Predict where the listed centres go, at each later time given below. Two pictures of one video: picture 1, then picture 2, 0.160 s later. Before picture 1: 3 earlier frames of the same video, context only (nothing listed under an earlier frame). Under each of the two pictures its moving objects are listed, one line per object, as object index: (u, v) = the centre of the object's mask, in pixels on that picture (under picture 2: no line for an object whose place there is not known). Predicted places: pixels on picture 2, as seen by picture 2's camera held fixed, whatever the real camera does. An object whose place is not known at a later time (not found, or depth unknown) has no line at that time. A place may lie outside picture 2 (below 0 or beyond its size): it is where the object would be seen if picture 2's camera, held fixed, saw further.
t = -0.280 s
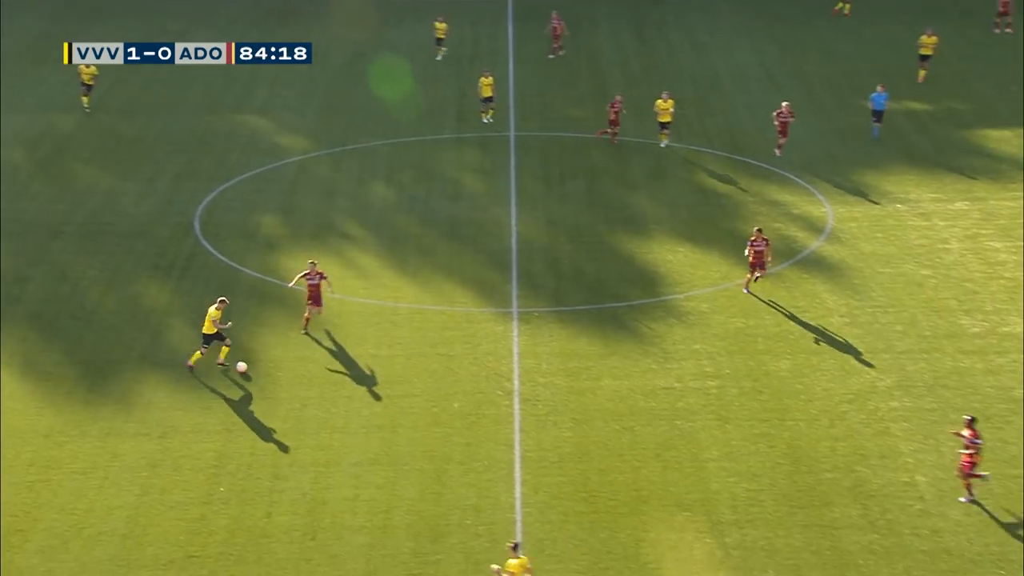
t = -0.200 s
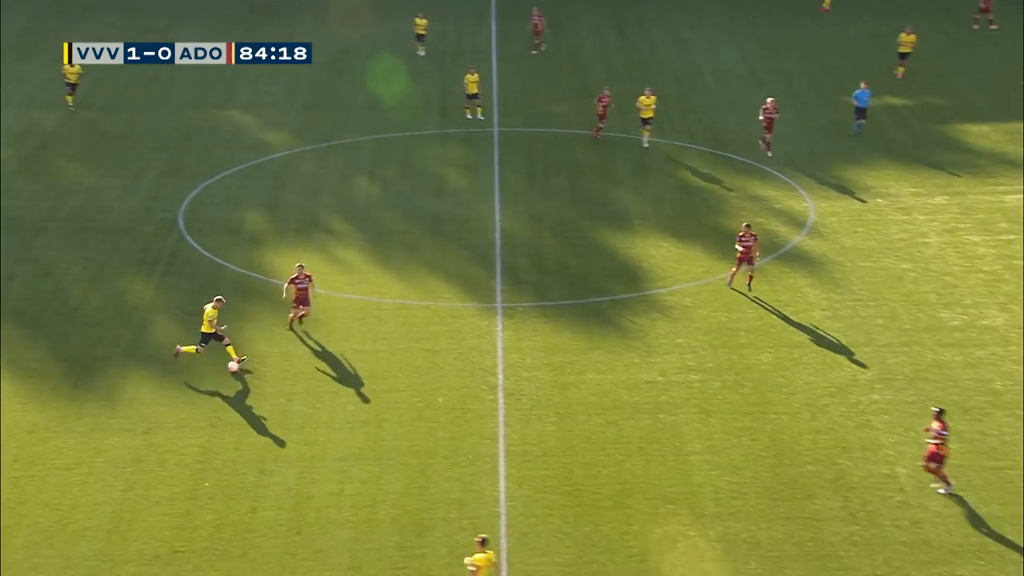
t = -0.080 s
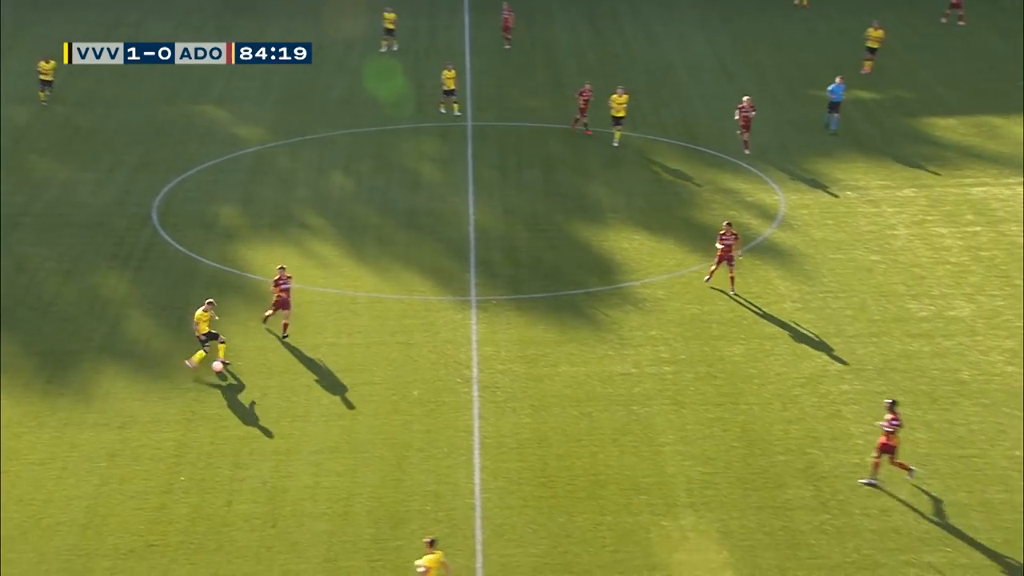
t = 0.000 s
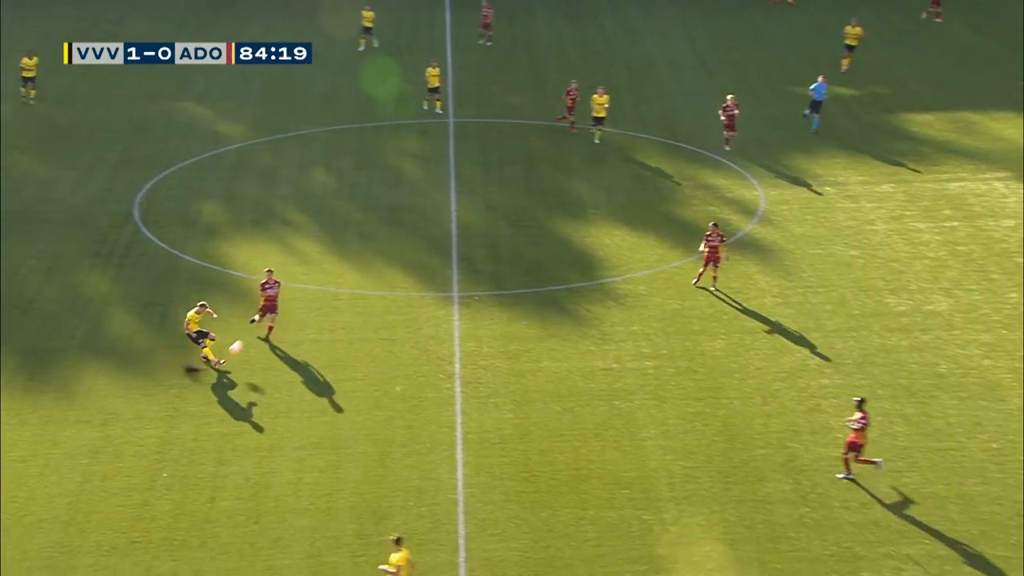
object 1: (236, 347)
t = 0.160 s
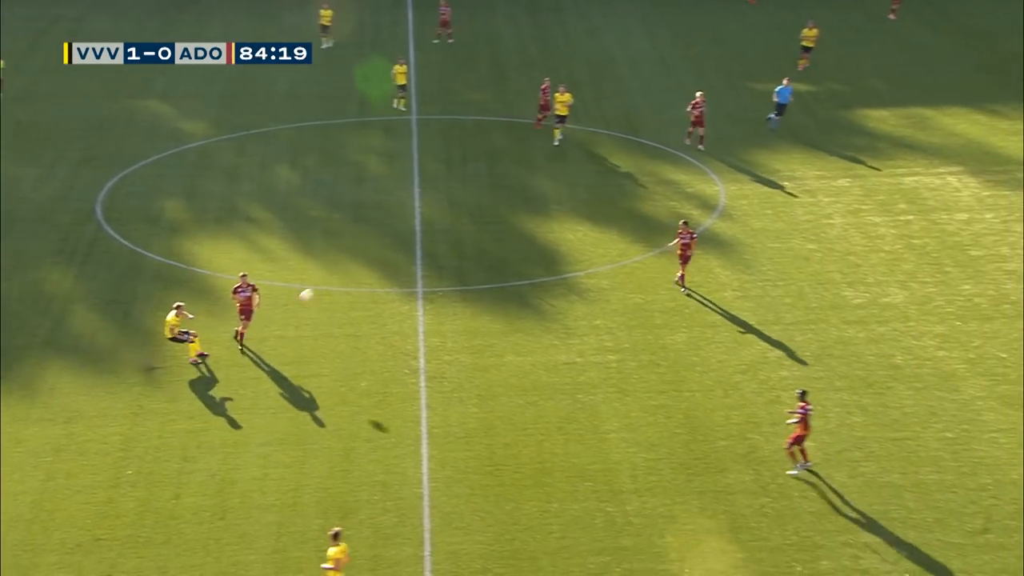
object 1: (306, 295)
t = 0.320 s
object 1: (403, 255)
